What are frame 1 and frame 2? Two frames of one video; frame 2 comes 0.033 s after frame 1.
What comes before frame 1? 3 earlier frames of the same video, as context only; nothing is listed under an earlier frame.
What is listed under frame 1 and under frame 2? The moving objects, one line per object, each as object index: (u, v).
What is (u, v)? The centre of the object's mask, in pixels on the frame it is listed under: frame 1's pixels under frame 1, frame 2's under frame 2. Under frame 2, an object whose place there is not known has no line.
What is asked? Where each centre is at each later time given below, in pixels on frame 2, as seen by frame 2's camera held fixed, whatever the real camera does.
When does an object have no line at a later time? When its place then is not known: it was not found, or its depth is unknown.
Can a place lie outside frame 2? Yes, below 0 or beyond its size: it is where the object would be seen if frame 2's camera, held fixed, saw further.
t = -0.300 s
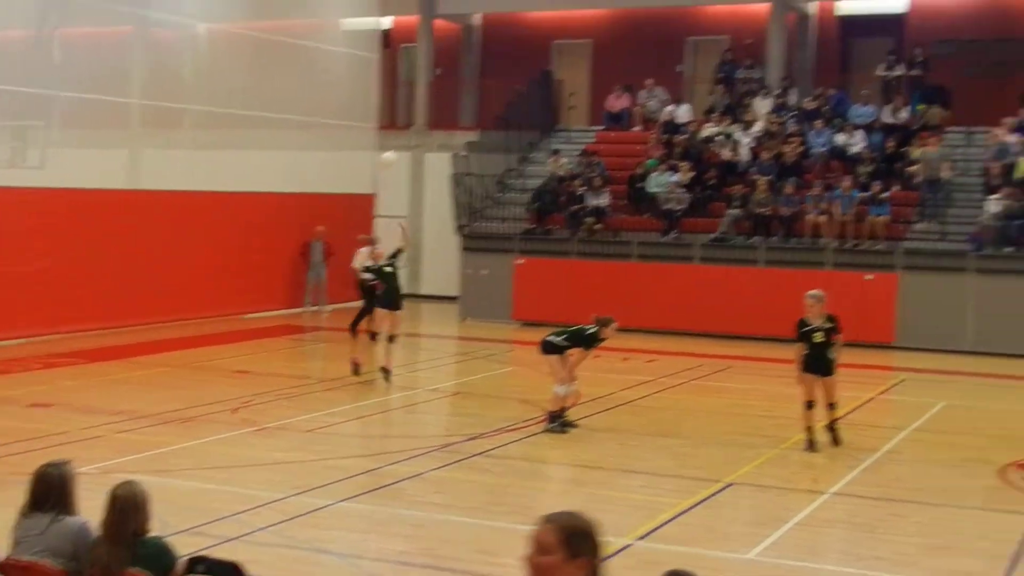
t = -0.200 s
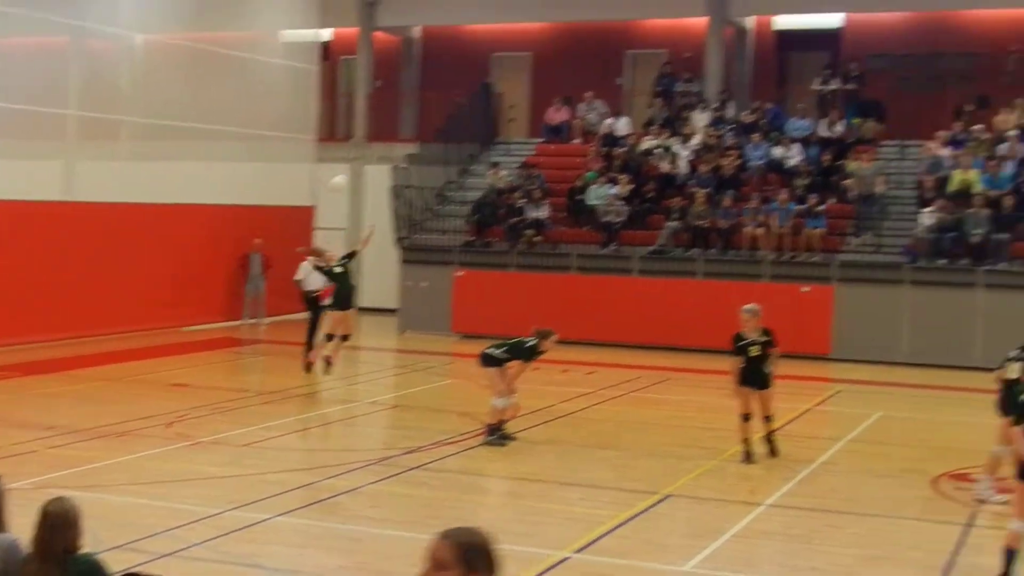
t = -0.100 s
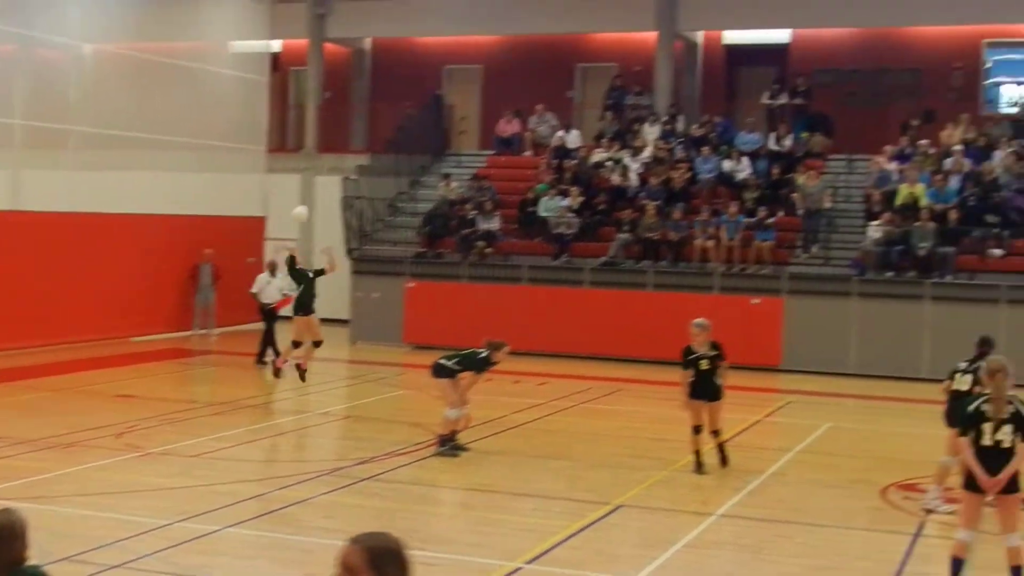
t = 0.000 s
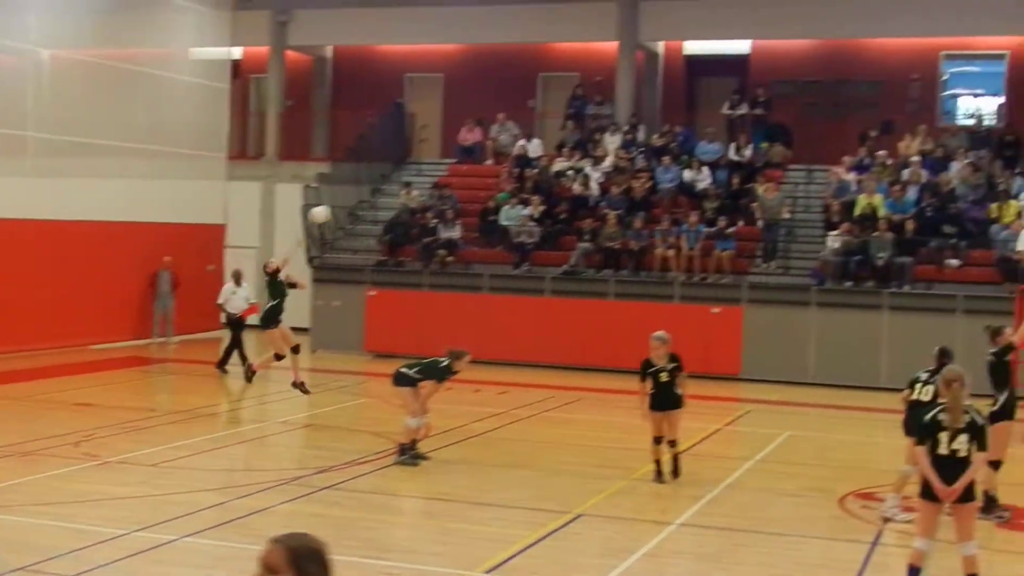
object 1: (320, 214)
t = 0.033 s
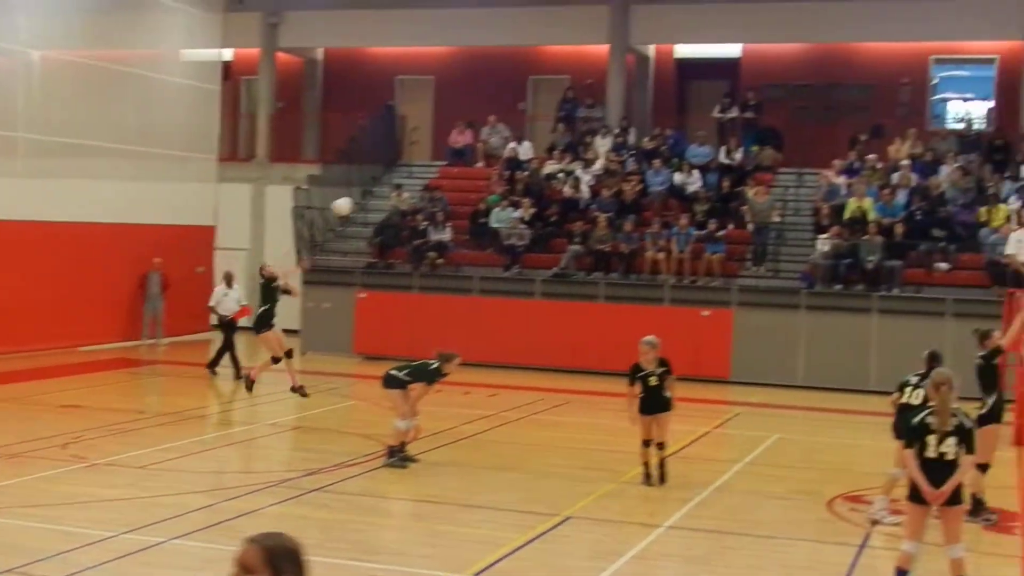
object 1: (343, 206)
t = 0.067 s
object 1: (375, 197)
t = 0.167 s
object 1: (475, 173)
